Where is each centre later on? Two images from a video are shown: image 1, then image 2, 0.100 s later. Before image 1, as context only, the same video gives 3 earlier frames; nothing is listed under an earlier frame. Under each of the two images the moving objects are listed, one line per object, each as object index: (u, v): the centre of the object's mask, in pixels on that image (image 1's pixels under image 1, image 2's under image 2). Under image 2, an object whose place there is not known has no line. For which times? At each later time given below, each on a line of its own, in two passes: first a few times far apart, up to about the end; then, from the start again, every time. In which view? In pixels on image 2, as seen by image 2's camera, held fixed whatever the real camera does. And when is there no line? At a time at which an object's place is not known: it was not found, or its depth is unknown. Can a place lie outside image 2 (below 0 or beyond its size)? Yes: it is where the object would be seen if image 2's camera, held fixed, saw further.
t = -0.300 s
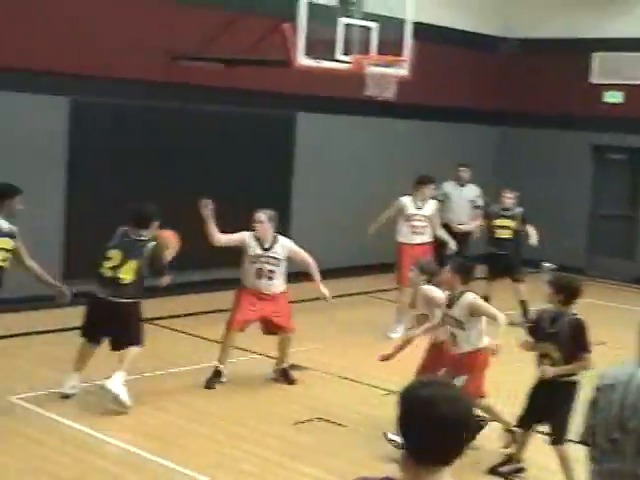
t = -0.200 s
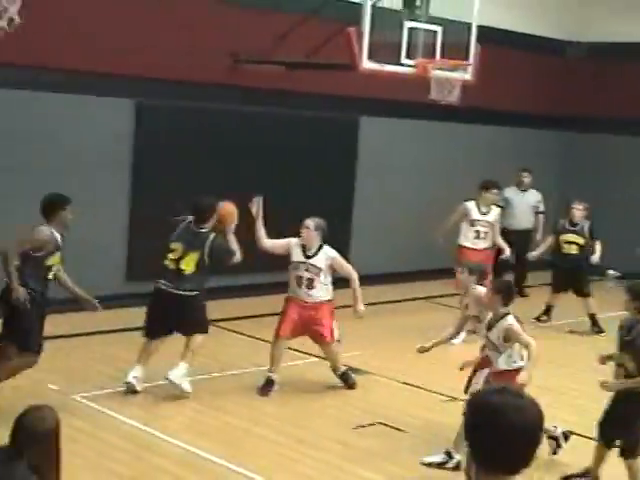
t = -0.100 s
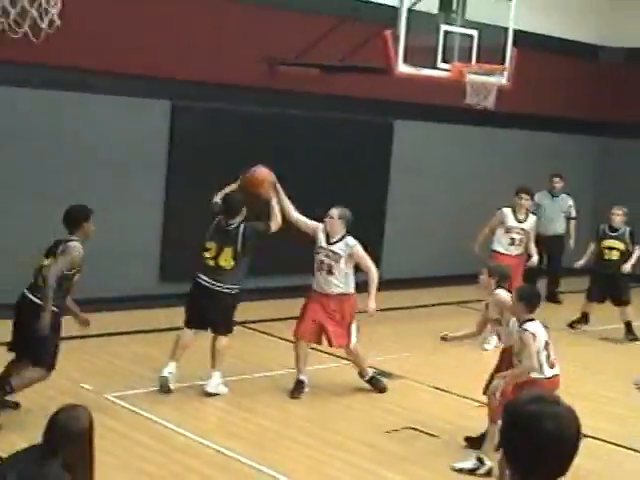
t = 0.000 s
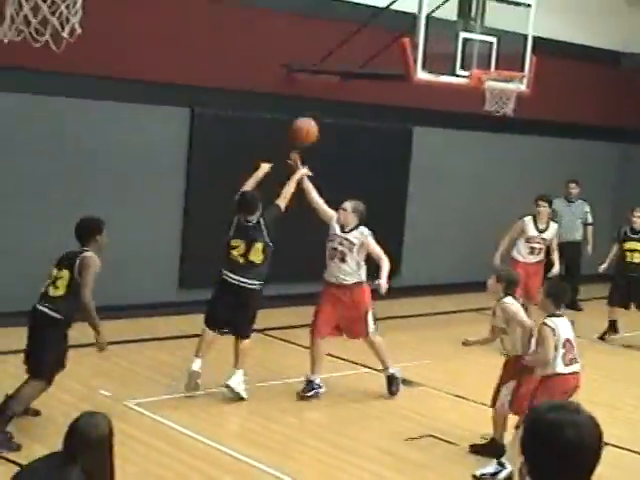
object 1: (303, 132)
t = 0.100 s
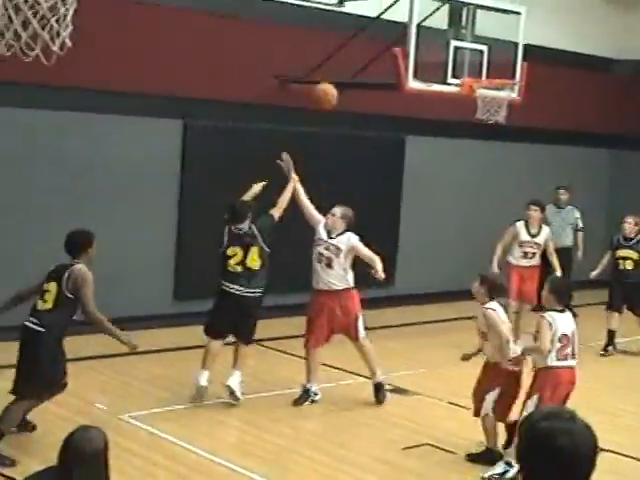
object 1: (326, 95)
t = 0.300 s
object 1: (372, 44)
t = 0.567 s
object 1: (419, 45)
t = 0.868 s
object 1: (477, 107)
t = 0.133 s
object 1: (334, 82)
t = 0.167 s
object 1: (341, 74)
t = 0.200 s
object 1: (348, 65)
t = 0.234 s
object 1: (357, 57)
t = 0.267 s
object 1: (365, 49)
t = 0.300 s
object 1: (372, 44)
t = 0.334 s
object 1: (378, 42)
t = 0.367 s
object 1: (385, 38)
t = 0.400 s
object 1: (392, 35)
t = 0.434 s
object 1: (397, 37)
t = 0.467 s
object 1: (404, 38)
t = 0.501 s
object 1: (409, 41)
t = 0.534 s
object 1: (415, 43)
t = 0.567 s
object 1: (419, 45)
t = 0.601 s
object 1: (426, 50)
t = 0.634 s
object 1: (431, 55)
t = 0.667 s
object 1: (437, 58)
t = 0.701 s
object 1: (444, 64)
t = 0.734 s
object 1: (451, 71)
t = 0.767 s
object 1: (459, 81)
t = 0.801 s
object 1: (464, 86)
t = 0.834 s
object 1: (468, 90)
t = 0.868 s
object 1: (477, 107)
